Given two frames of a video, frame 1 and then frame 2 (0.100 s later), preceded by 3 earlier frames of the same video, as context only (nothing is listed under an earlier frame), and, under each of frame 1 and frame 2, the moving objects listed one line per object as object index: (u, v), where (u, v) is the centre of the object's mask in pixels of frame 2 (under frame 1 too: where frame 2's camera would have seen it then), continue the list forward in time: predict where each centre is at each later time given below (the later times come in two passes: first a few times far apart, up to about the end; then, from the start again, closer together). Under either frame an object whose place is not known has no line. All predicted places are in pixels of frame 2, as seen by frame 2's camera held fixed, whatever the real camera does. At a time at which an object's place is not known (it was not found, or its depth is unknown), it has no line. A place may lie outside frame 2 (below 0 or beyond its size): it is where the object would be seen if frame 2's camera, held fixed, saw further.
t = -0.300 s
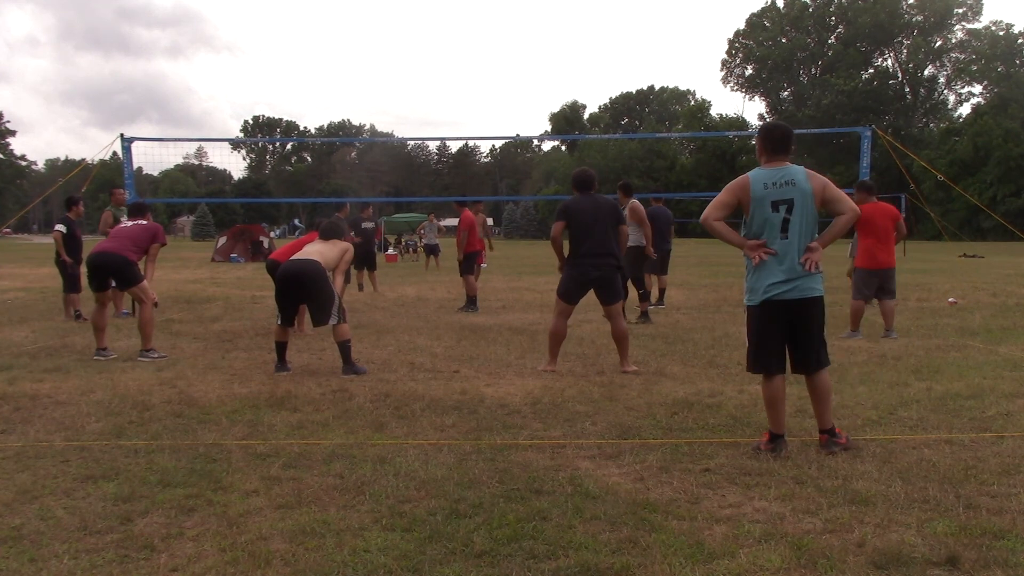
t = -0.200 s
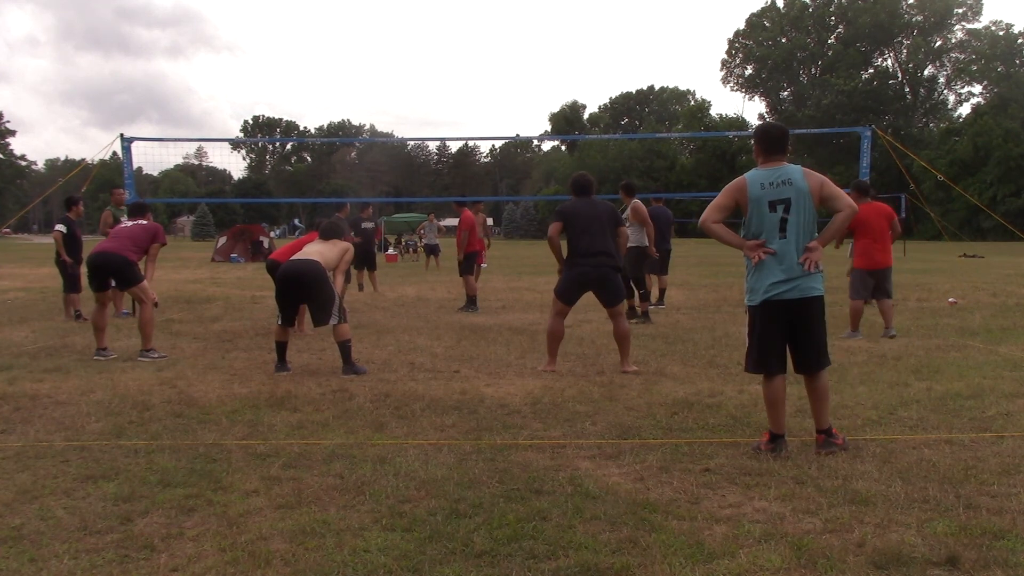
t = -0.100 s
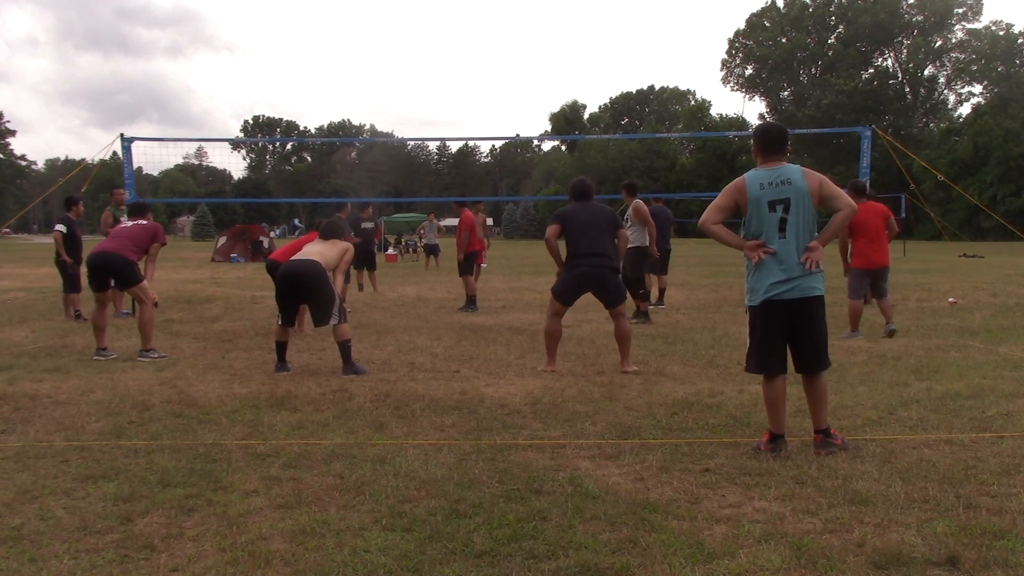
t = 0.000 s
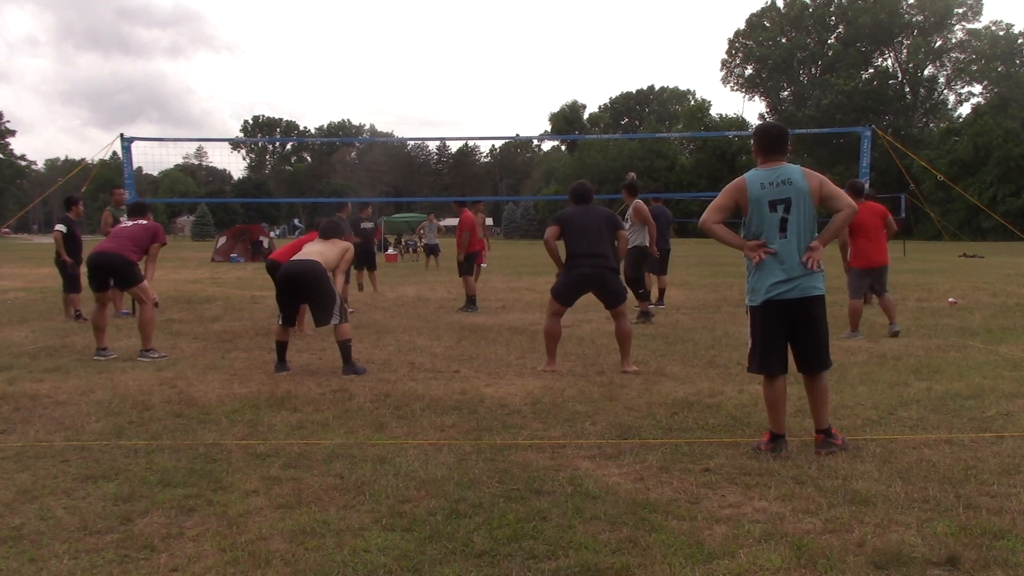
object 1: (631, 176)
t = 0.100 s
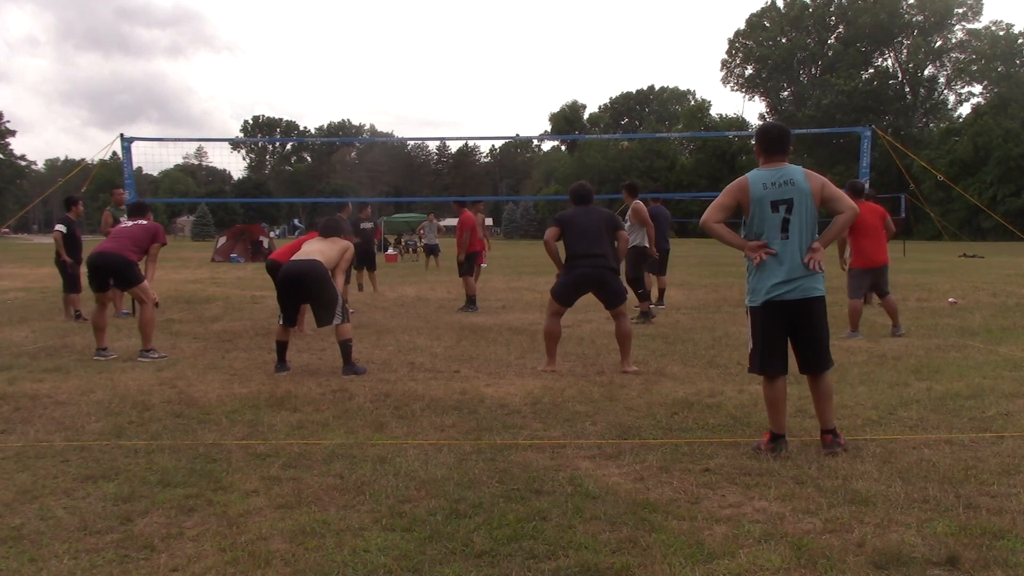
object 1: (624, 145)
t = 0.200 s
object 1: (616, 118)
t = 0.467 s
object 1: (586, 59)
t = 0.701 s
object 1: (550, 31)
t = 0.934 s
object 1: (509, 35)
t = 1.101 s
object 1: (471, 69)
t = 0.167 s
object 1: (618, 127)
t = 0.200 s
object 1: (616, 118)
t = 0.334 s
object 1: (602, 86)
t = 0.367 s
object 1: (598, 79)
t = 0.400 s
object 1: (595, 72)
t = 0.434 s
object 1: (591, 65)
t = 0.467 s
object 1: (586, 59)
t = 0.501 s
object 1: (582, 53)
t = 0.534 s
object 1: (577, 48)
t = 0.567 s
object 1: (572, 44)
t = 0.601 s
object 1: (566, 39)
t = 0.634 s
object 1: (561, 36)
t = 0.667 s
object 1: (555, 33)
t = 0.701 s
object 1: (550, 31)
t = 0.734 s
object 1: (544, 29)
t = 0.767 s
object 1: (539, 28)
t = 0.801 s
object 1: (533, 28)
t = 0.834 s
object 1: (527, 28)
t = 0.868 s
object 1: (522, 30)
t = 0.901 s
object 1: (515, 32)
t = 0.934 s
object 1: (509, 35)
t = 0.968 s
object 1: (502, 39)
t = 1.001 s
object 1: (495, 45)
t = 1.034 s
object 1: (487, 51)
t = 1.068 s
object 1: (479, 60)
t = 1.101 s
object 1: (471, 69)
